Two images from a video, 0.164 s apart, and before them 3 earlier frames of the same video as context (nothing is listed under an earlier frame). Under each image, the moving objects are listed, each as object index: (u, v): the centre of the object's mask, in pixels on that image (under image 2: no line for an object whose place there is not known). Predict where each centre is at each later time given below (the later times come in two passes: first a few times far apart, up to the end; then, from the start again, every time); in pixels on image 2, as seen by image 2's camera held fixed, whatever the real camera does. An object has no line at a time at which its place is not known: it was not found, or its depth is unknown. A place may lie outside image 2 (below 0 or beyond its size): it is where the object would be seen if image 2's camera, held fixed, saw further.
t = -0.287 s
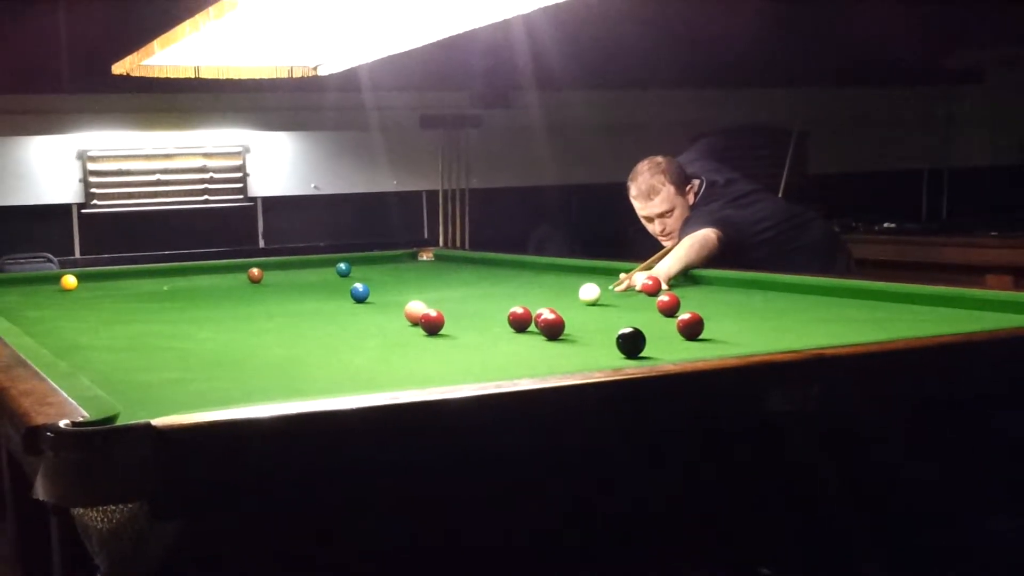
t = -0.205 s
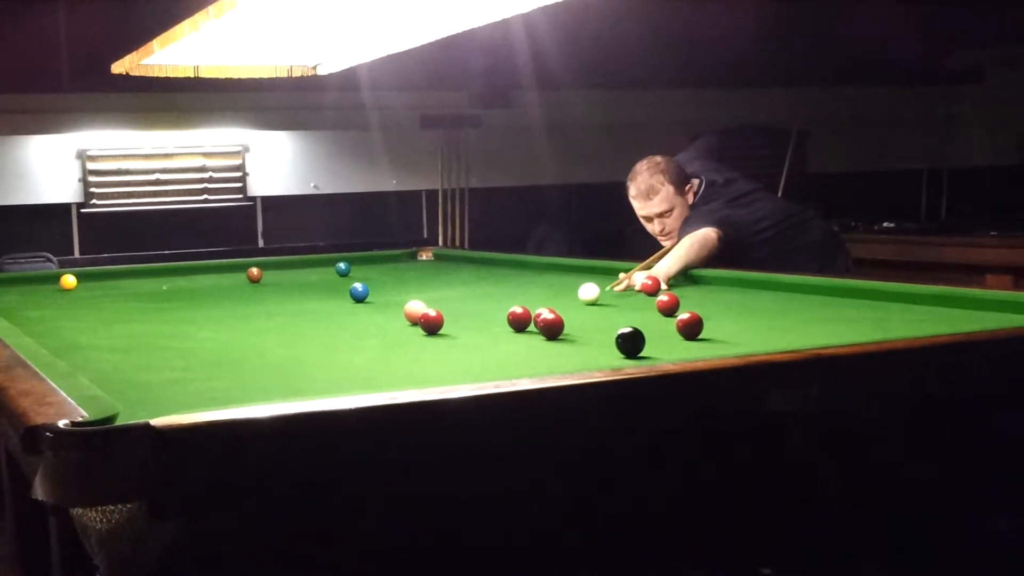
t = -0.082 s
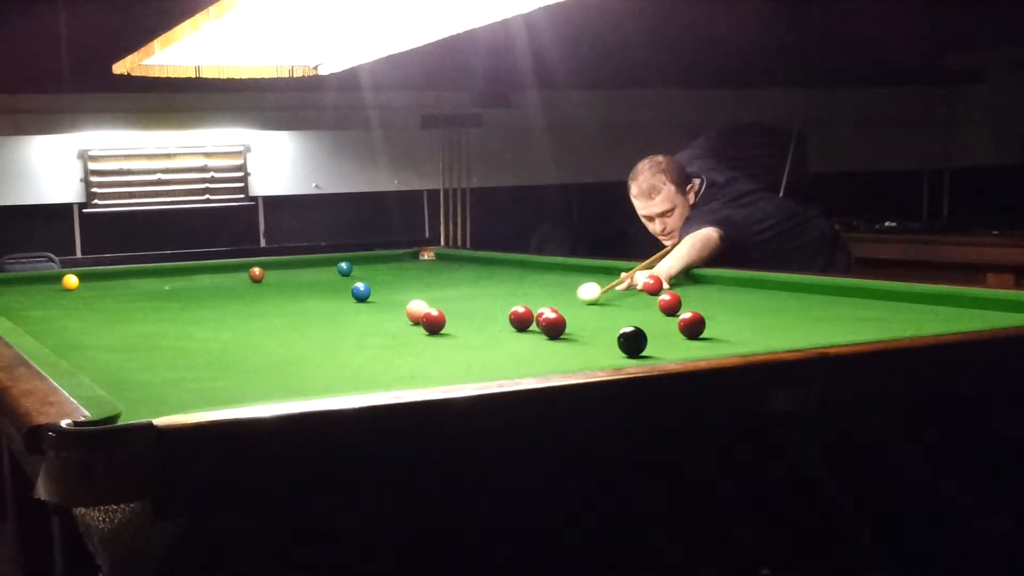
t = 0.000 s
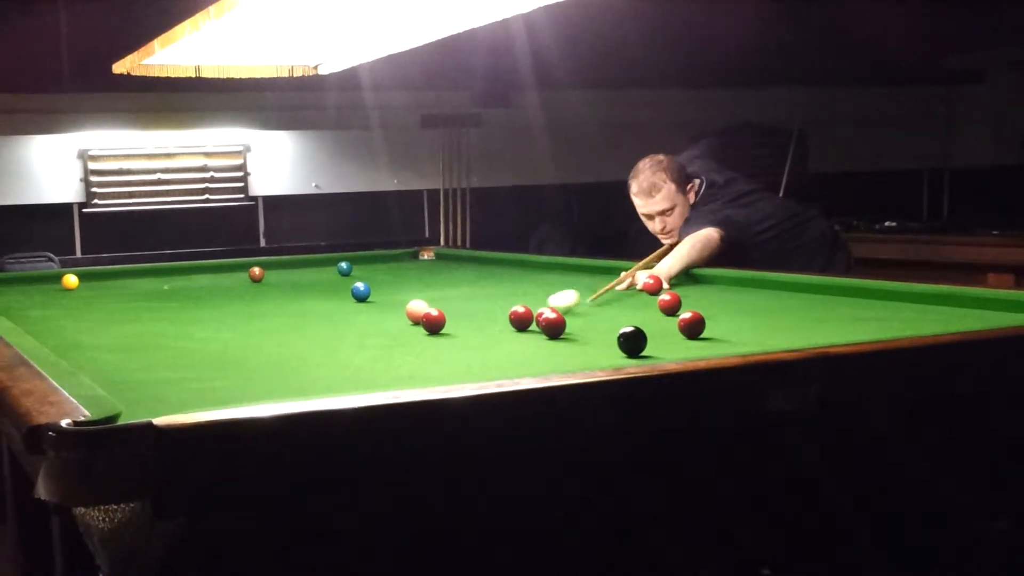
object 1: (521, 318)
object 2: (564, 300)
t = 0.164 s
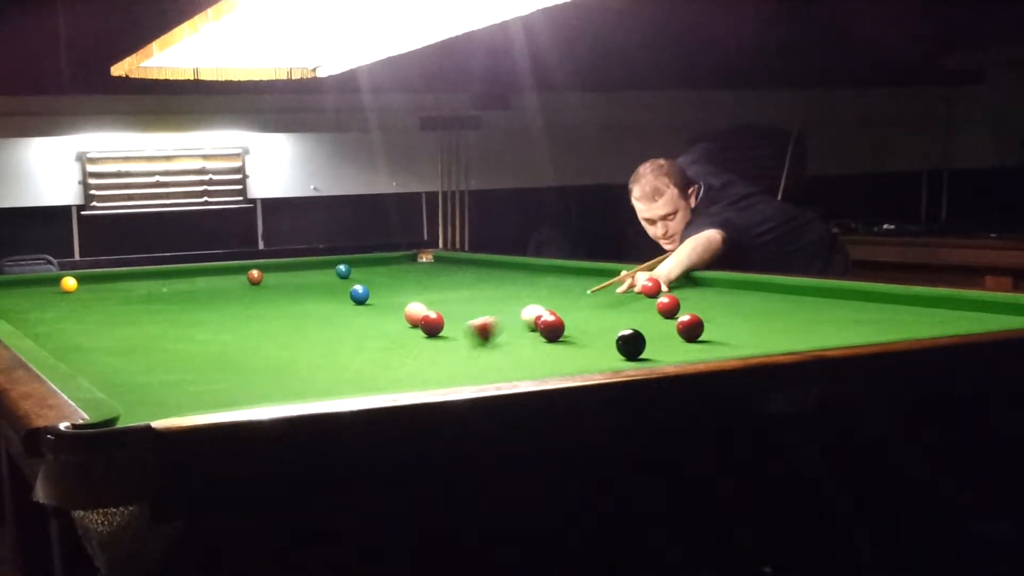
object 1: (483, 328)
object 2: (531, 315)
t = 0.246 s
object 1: (440, 341)
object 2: (535, 312)
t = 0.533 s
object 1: (270, 387)
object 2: (562, 312)
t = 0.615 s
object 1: (205, 401)
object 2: (566, 313)
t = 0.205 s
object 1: (463, 334)
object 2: (533, 314)
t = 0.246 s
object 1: (440, 341)
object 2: (535, 312)
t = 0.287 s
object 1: (418, 346)
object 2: (539, 311)
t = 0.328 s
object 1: (395, 353)
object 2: (544, 310)
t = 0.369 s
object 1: (373, 360)
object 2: (548, 309)
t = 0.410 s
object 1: (349, 367)
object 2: (552, 309)
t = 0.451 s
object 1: (324, 375)
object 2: (557, 310)
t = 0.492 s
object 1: (298, 381)
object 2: (560, 311)
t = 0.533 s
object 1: (270, 387)
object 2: (562, 312)
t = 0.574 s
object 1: (237, 394)
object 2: (564, 313)
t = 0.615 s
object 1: (205, 401)
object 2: (566, 313)
